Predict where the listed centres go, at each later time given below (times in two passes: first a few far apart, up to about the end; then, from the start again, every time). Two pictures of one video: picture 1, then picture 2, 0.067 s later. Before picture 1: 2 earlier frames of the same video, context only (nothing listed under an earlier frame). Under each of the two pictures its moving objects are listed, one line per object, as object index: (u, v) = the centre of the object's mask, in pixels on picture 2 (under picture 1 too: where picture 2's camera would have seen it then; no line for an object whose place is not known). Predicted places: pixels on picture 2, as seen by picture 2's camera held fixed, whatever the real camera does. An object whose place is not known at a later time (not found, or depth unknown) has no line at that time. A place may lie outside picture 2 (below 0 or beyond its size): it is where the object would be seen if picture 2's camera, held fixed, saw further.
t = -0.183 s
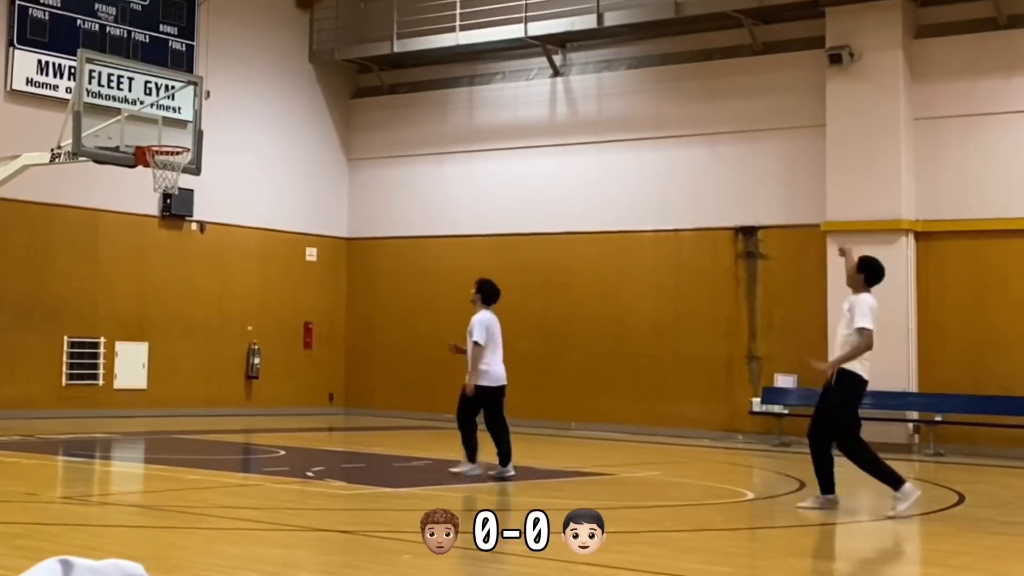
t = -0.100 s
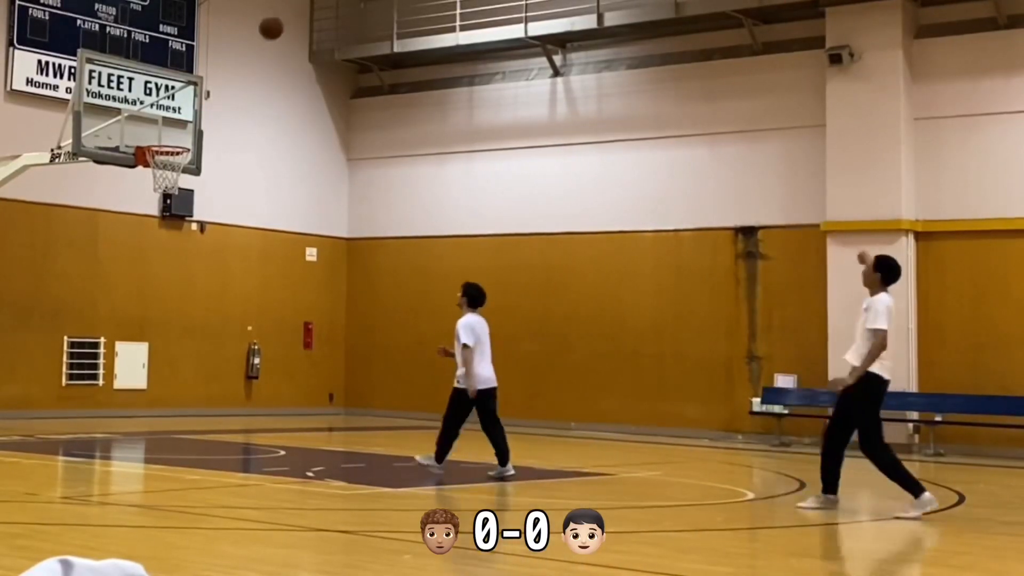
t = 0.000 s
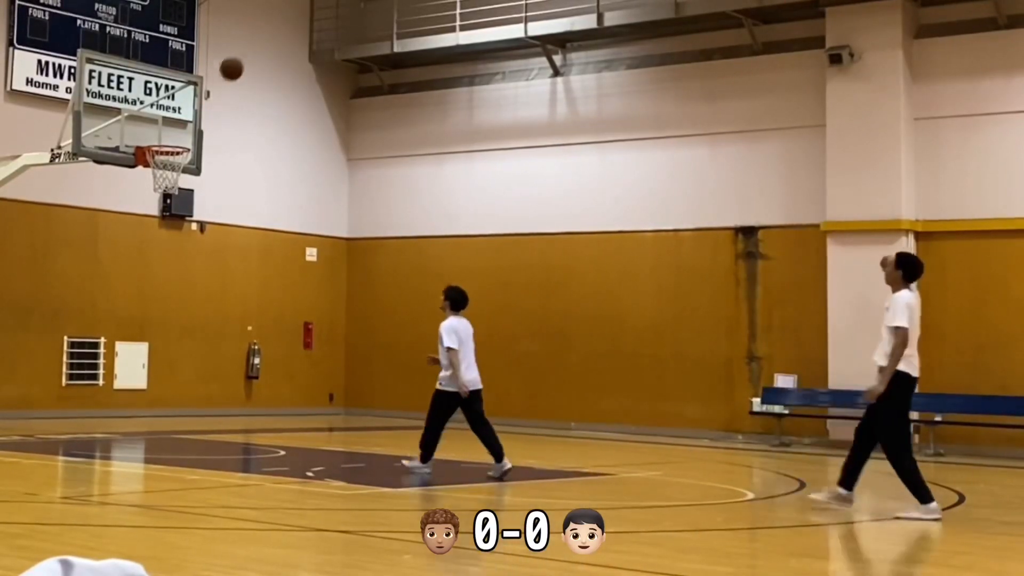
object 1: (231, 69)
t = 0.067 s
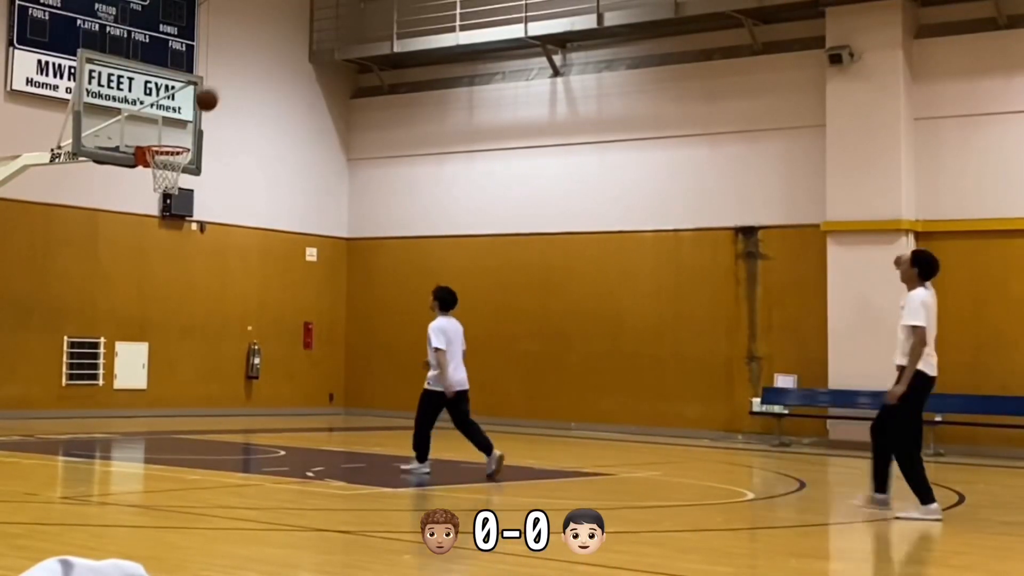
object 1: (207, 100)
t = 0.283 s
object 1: (147, 176)
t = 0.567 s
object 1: (155, 198)
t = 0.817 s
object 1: (163, 282)
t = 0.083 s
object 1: (200, 109)
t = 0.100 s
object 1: (193, 118)
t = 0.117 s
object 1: (188, 126)
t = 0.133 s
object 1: (181, 136)
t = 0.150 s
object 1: (174, 142)
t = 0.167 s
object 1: (170, 152)
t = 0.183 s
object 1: (163, 158)
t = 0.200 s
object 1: (159, 165)
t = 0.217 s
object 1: (156, 169)
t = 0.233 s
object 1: (151, 171)
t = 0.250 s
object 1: (149, 176)
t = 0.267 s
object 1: (147, 176)
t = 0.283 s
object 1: (147, 176)
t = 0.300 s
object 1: (147, 176)
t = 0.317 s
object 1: (148, 176)
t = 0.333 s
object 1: (148, 176)
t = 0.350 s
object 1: (149, 175)
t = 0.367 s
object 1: (150, 177)
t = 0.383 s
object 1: (148, 179)
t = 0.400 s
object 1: (150, 179)
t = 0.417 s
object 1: (151, 179)
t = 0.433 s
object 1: (152, 180)
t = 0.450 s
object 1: (152, 181)
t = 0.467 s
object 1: (153, 183)
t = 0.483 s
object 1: (153, 185)
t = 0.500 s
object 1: (154, 187)
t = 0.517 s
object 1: (155, 190)
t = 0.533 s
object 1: (154, 192)
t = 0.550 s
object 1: (155, 195)
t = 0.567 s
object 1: (155, 198)
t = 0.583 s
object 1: (157, 202)
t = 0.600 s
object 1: (157, 206)
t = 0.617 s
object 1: (158, 211)
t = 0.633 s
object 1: (158, 215)
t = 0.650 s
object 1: (159, 220)
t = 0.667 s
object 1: (159, 225)
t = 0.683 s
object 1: (160, 230)
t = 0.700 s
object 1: (160, 236)
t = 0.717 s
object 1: (161, 242)
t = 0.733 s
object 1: (161, 247)
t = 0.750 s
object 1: (162, 254)
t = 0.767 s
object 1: (162, 260)
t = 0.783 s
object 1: (162, 267)
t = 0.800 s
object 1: (163, 275)
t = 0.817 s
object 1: (163, 282)
